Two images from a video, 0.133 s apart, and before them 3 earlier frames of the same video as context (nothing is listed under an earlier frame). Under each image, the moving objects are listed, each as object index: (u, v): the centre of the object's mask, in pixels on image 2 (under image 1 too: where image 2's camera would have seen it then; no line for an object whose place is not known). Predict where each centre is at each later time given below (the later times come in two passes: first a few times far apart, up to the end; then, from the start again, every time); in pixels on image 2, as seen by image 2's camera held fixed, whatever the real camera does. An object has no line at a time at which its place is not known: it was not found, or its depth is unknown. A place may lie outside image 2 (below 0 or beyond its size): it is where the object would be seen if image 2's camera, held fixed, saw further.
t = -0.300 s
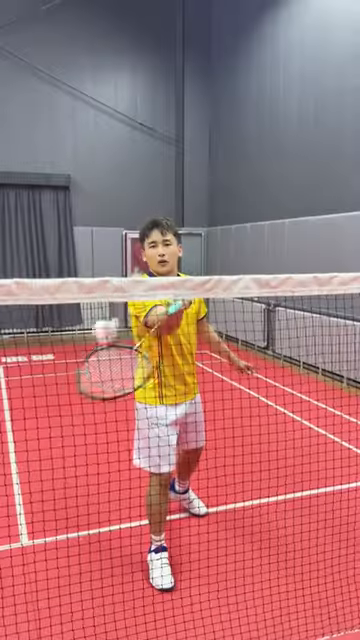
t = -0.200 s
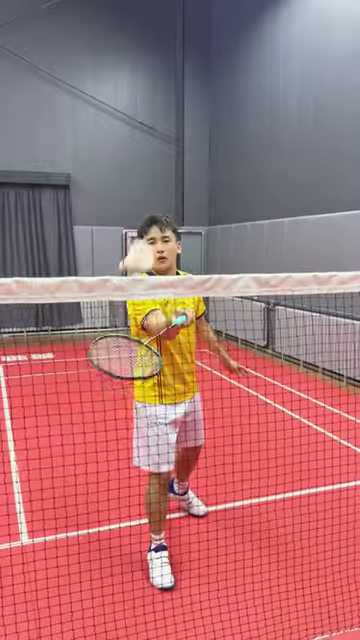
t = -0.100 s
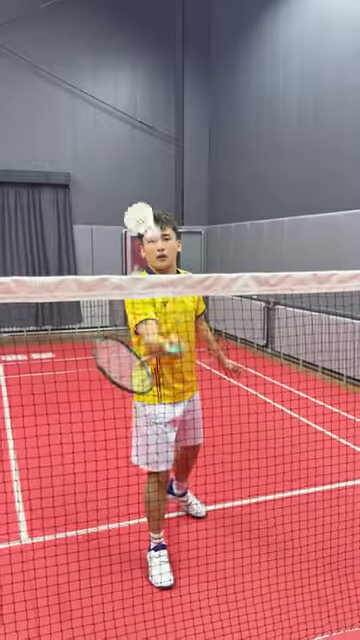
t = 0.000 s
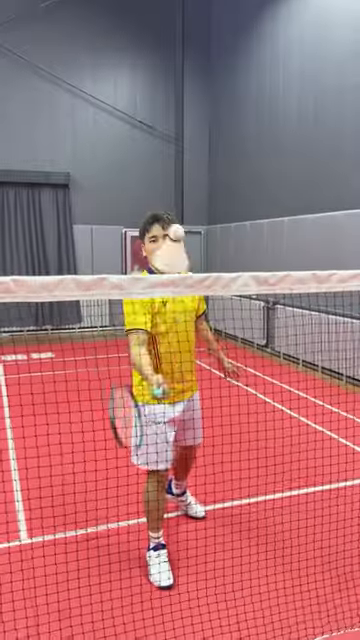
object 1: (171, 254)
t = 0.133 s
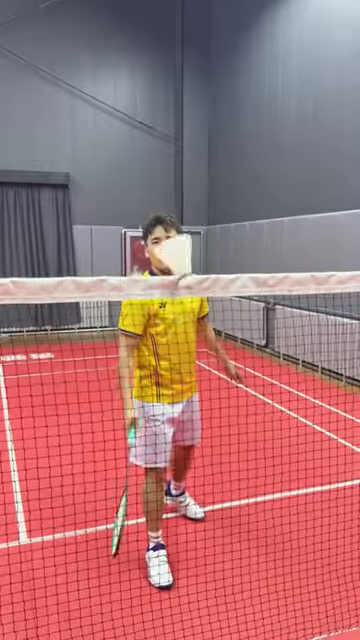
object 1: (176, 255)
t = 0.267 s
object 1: (175, 373)
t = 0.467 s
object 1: (159, 620)
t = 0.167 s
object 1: (172, 269)
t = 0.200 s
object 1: (169, 298)
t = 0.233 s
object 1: (174, 341)
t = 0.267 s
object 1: (175, 373)
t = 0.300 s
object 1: (175, 408)
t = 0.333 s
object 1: (173, 451)
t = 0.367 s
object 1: (171, 491)
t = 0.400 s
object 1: (165, 529)
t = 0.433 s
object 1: (162, 572)
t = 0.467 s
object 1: (159, 620)
